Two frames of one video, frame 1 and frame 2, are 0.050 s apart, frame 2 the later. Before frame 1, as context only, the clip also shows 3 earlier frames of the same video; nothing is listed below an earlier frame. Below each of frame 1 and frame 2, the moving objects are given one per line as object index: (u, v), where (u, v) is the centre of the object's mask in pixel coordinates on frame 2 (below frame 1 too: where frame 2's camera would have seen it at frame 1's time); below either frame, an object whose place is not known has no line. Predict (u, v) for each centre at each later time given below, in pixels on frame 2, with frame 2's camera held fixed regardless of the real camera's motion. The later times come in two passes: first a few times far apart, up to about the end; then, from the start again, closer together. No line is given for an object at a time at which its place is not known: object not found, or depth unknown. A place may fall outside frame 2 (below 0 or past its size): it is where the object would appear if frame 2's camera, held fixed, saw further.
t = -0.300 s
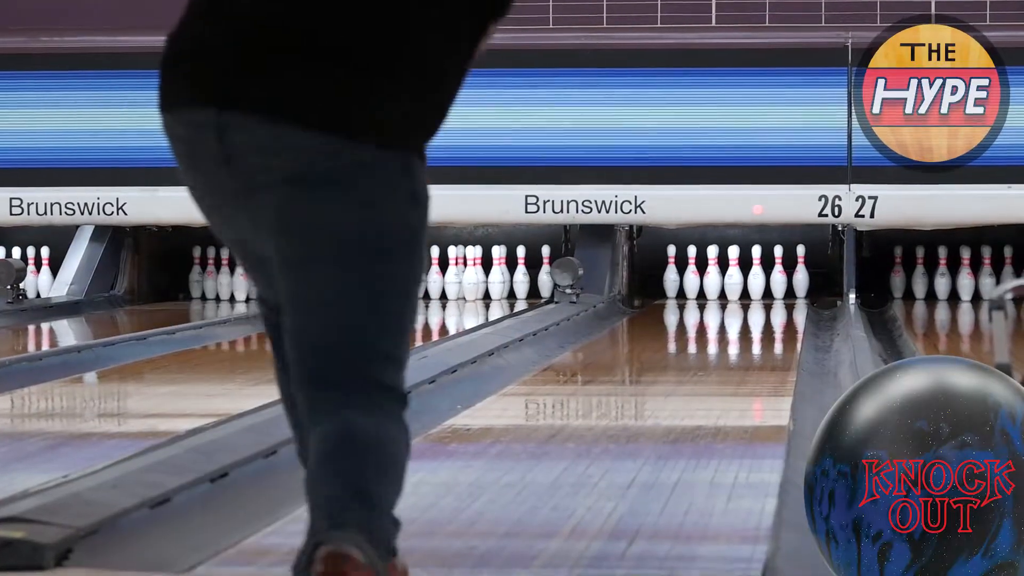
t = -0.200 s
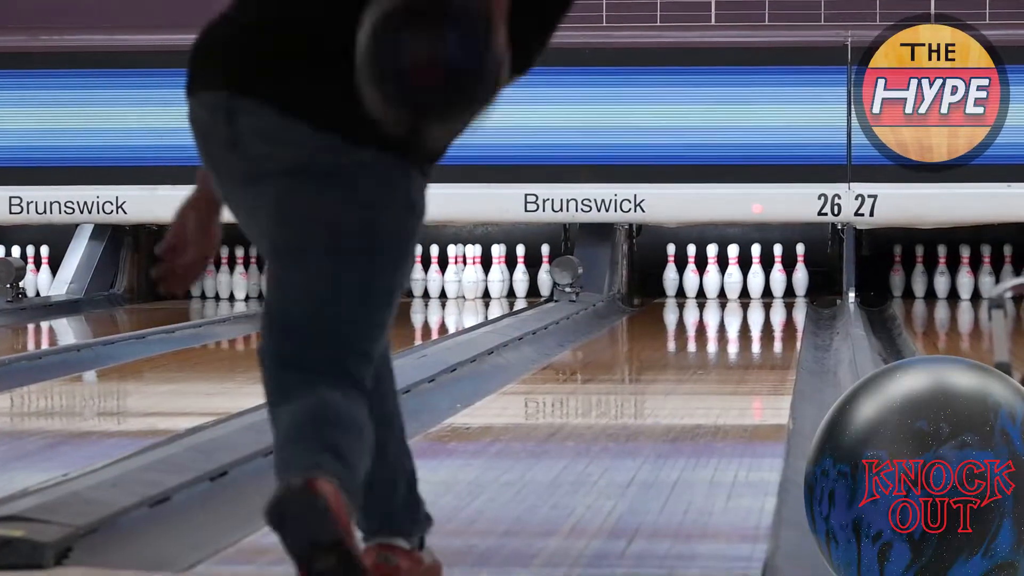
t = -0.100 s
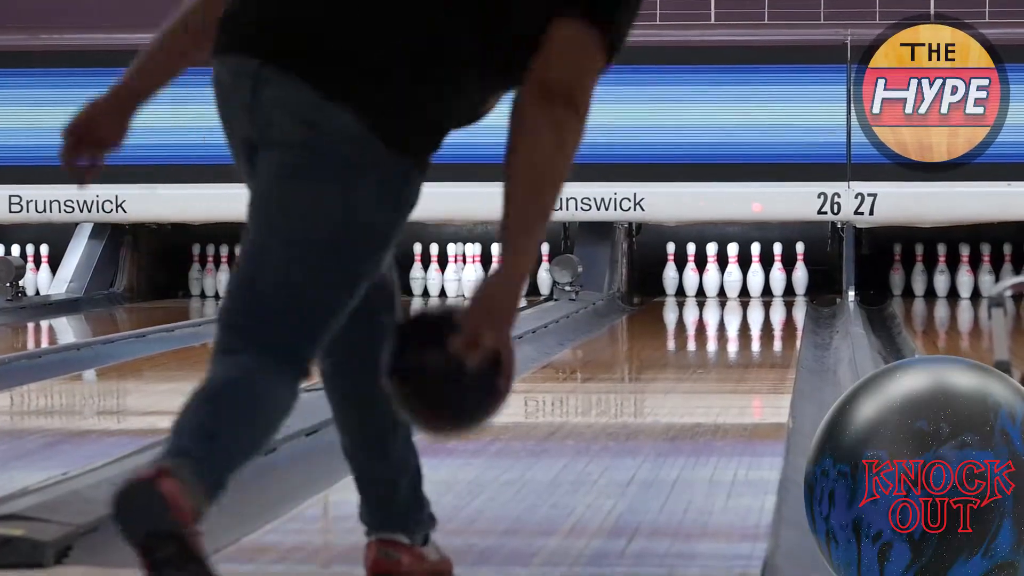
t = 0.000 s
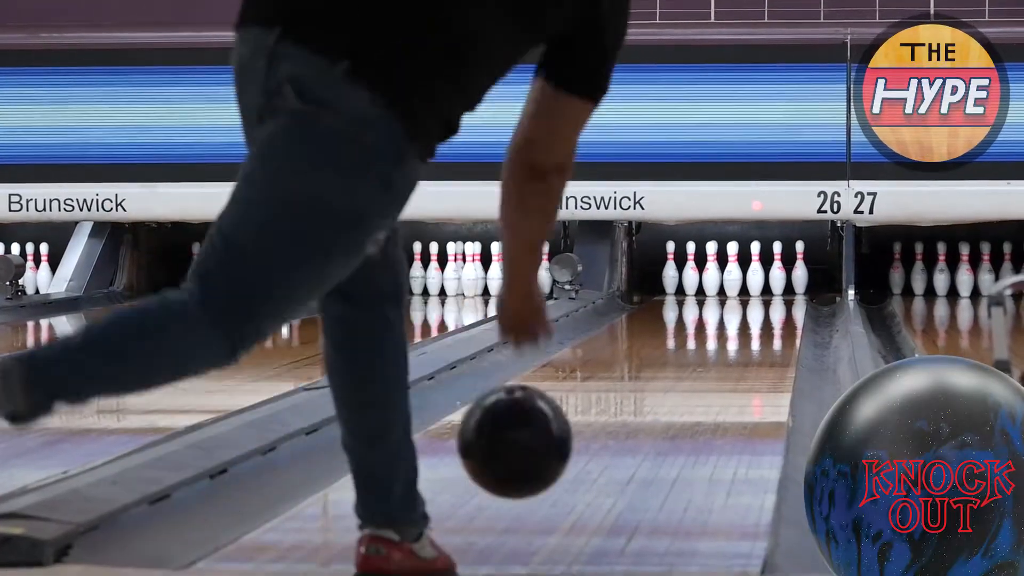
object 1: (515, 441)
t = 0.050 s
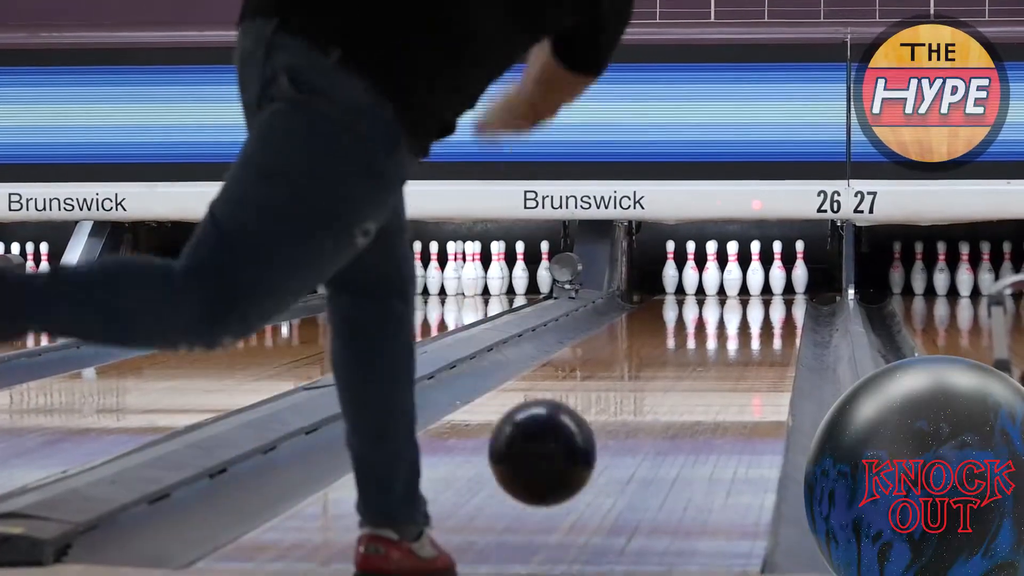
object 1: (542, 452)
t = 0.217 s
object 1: (613, 430)
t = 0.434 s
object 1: (673, 392)
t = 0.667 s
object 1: (714, 361)
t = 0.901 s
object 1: (739, 337)
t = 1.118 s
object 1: (752, 321)
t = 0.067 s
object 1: (550, 458)
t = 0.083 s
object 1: (559, 466)
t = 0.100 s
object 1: (567, 473)
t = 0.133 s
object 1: (581, 454)
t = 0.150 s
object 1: (588, 446)
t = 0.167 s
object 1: (594, 440)
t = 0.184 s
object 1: (600, 436)
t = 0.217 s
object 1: (613, 430)
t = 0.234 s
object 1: (618, 429)
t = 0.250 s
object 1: (624, 429)
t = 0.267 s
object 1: (629, 424)
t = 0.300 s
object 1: (639, 417)
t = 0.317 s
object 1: (644, 414)
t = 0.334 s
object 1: (648, 410)
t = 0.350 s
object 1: (653, 407)
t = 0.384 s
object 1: (662, 401)
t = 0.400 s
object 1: (666, 398)
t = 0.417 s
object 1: (670, 395)
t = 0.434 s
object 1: (673, 392)
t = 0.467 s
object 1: (680, 387)
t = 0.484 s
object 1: (683, 384)
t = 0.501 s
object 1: (687, 382)
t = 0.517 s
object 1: (690, 379)
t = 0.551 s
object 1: (696, 375)
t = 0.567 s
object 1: (699, 373)
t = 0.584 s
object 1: (701, 370)
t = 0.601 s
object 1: (704, 369)
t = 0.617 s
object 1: (707, 367)
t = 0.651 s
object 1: (711, 362)
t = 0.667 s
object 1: (714, 361)
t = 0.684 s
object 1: (716, 359)
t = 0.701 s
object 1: (718, 357)
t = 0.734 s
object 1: (722, 353)
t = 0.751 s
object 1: (723, 352)
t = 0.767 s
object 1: (725, 350)
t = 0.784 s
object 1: (727, 348)
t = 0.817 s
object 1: (731, 345)
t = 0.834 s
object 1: (732, 343)
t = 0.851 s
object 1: (734, 342)
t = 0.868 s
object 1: (736, 340)
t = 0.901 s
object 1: (739, 337)
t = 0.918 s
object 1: (740, 335)
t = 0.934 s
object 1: (741, 334)
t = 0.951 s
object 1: (742, 333)
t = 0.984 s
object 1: (744, 330)
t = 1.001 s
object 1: (745, 329)
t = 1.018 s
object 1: (746, 328)
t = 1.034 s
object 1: (748, 327)
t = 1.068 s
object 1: (750, 325)
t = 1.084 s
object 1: (751, 323)
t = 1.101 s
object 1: (752, 323)
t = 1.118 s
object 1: (752, 321)
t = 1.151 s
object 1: (754, 320)
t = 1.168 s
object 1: (755, 319)
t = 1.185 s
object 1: (756, 318)
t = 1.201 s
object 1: (757, 317)
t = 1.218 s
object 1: (757, 316)
